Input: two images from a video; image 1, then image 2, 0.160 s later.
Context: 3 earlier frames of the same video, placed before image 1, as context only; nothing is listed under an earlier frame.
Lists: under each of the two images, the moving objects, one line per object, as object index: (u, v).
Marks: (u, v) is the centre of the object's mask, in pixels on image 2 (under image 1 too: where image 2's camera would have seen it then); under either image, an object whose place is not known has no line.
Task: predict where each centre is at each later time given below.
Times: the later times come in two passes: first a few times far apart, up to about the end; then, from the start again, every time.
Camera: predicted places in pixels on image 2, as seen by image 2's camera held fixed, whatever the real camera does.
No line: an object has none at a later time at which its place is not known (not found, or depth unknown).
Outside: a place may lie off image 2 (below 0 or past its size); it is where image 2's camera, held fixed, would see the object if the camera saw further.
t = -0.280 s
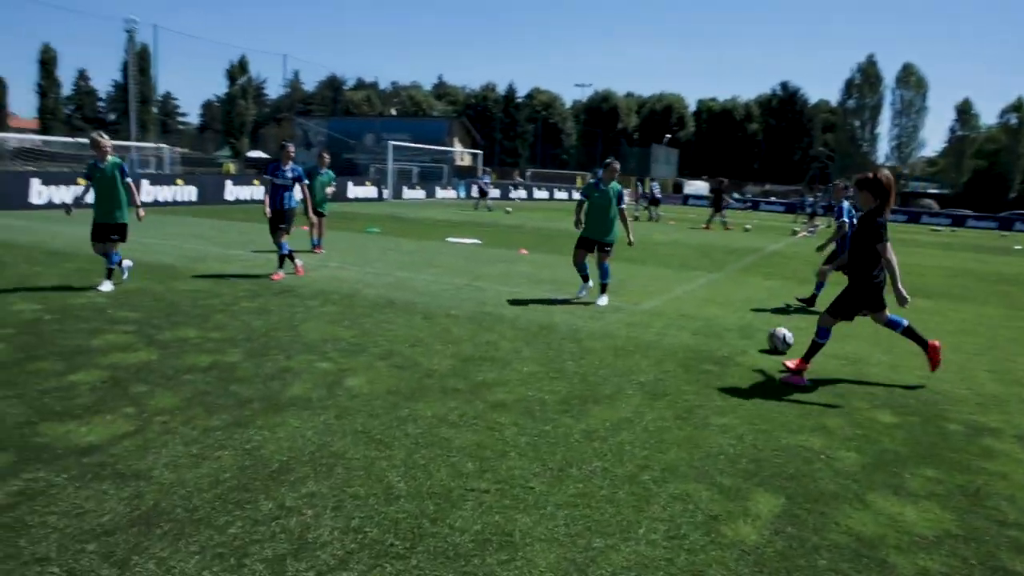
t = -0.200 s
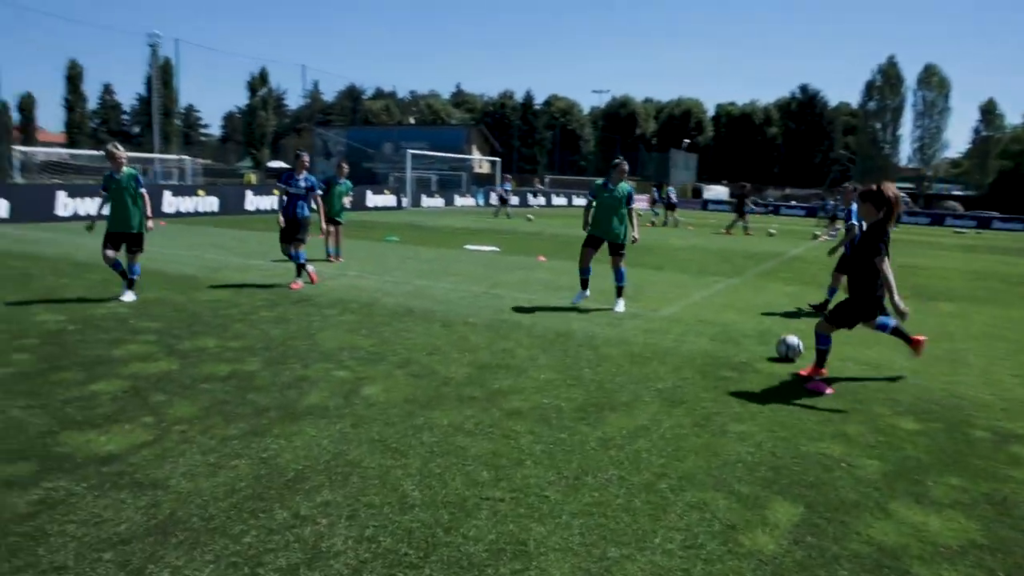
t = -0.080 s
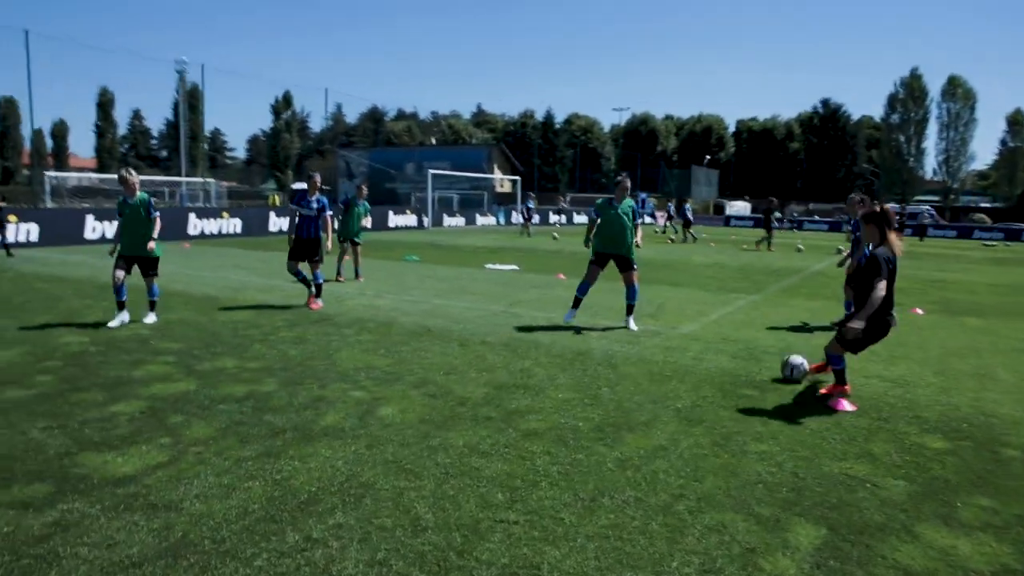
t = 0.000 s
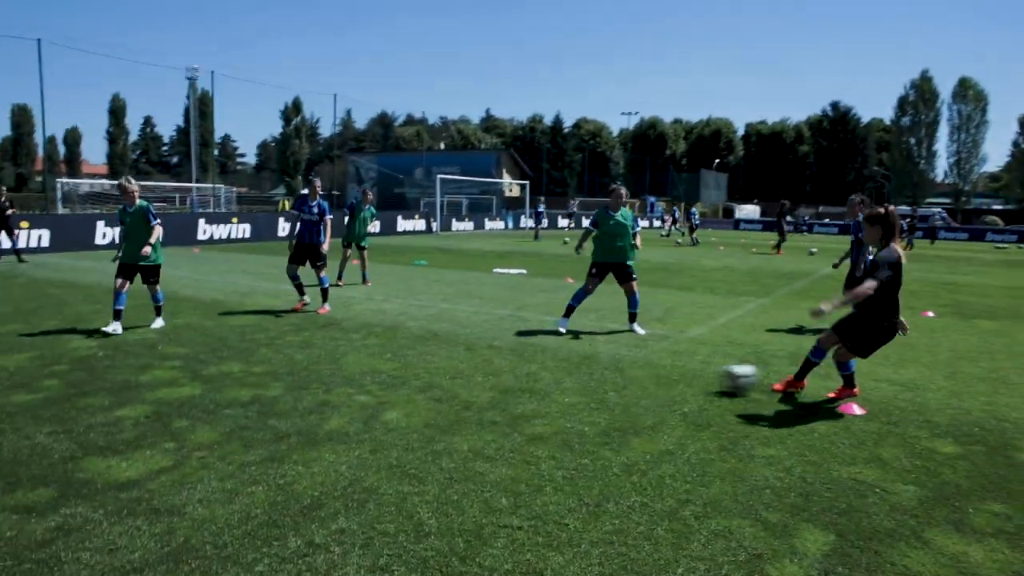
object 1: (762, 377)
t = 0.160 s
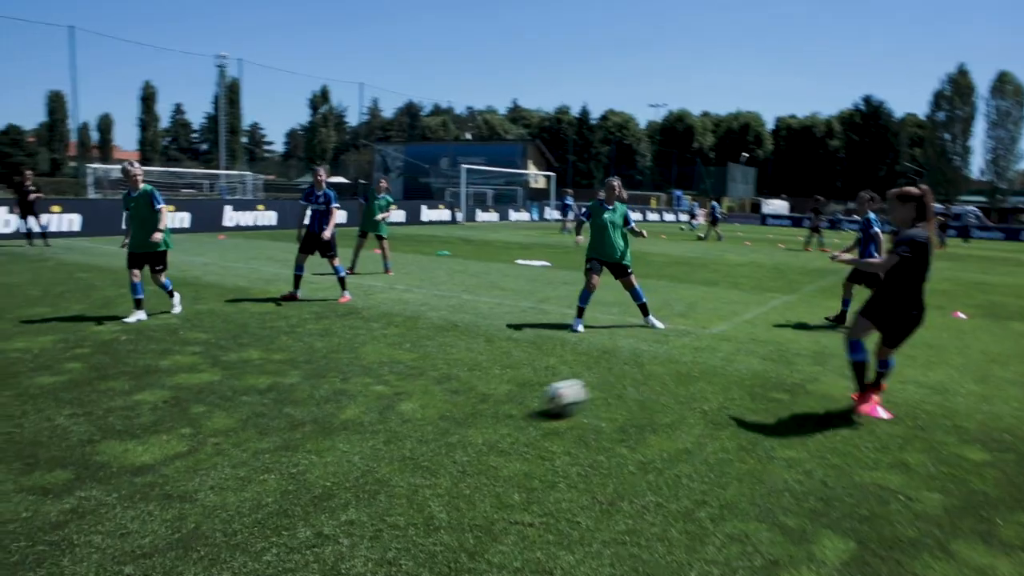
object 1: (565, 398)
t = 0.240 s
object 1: (456, 408)
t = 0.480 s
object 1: (106, 439)
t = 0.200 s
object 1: (510, 402)
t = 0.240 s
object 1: (456, 408)
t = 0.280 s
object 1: (399, 413)
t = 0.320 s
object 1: (343, 418)
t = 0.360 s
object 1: (283, 425)
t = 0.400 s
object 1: (225, 429)
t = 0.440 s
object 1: (168, 433)
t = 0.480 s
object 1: (106, 439)
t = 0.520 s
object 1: (44, 445)
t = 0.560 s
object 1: (-16, 448)
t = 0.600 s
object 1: (-74, 452)
